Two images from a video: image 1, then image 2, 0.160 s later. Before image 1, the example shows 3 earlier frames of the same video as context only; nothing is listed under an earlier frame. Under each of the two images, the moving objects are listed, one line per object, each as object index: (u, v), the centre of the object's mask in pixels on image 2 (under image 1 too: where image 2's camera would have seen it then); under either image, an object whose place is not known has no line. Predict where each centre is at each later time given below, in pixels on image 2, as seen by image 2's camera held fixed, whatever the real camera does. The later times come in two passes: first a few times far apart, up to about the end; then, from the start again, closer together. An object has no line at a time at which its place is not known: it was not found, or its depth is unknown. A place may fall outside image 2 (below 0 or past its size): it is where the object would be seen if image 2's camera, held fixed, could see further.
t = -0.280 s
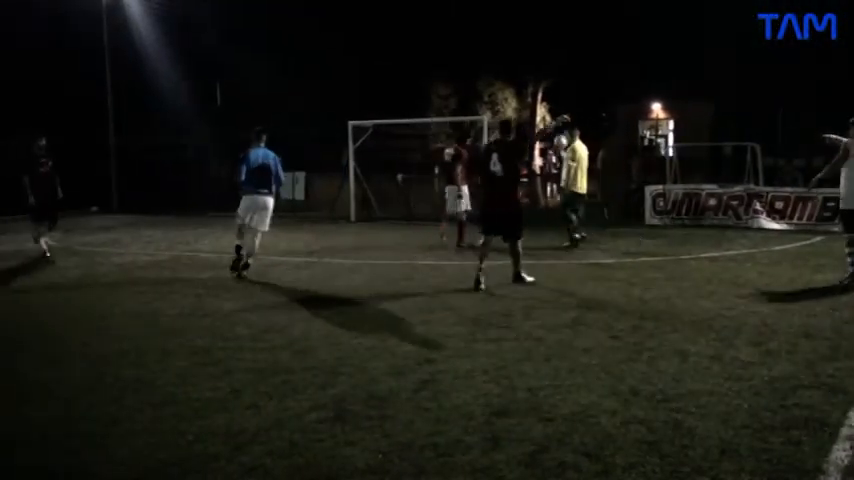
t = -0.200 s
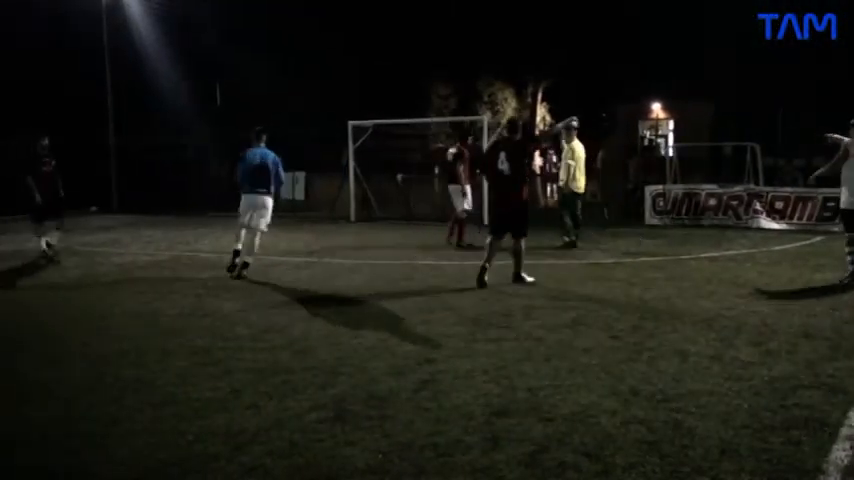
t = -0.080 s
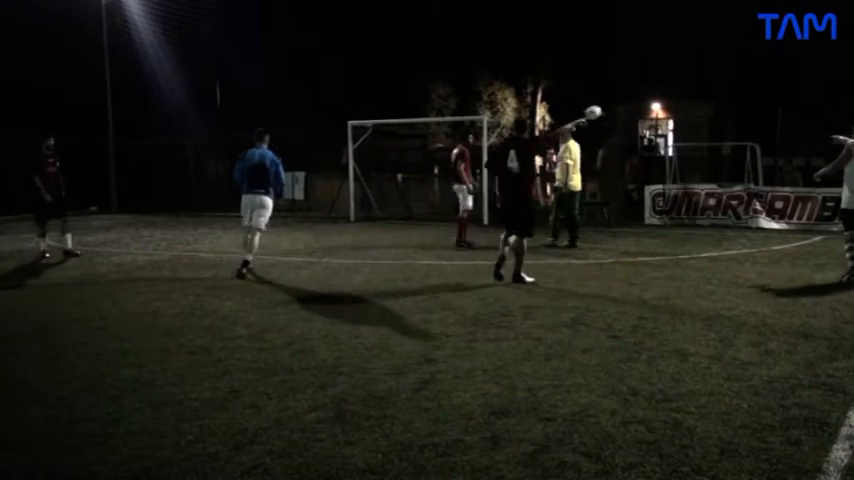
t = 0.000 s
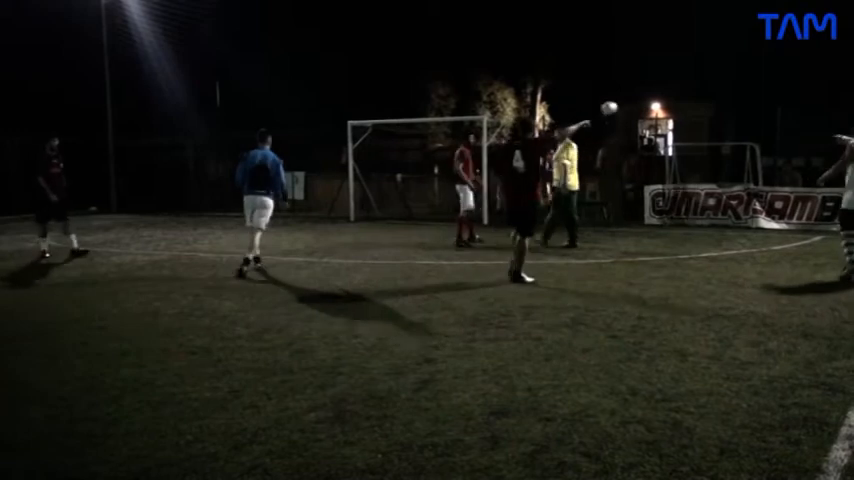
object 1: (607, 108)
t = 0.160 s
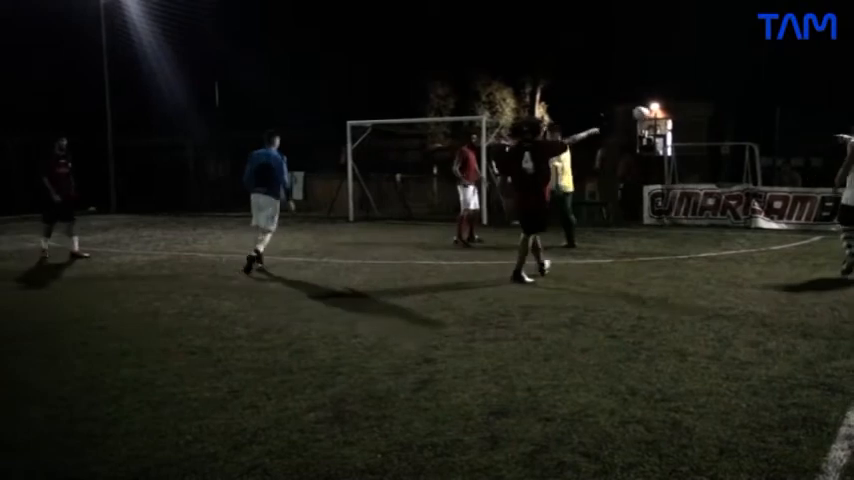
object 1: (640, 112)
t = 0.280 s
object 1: (670, 126)
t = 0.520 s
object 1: (721, 190)
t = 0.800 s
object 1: (767, 210)
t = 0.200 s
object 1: (650, 115)
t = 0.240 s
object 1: (660, 120)
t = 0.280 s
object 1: (670, 126)
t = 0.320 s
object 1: (677, 136)
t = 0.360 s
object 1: (684, 145)
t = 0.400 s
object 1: (693, 155)
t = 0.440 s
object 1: (702, 166)
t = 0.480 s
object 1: (710, 178)
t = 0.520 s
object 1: (721, 190)
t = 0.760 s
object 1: (760, 219)
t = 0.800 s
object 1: (767, 210)
